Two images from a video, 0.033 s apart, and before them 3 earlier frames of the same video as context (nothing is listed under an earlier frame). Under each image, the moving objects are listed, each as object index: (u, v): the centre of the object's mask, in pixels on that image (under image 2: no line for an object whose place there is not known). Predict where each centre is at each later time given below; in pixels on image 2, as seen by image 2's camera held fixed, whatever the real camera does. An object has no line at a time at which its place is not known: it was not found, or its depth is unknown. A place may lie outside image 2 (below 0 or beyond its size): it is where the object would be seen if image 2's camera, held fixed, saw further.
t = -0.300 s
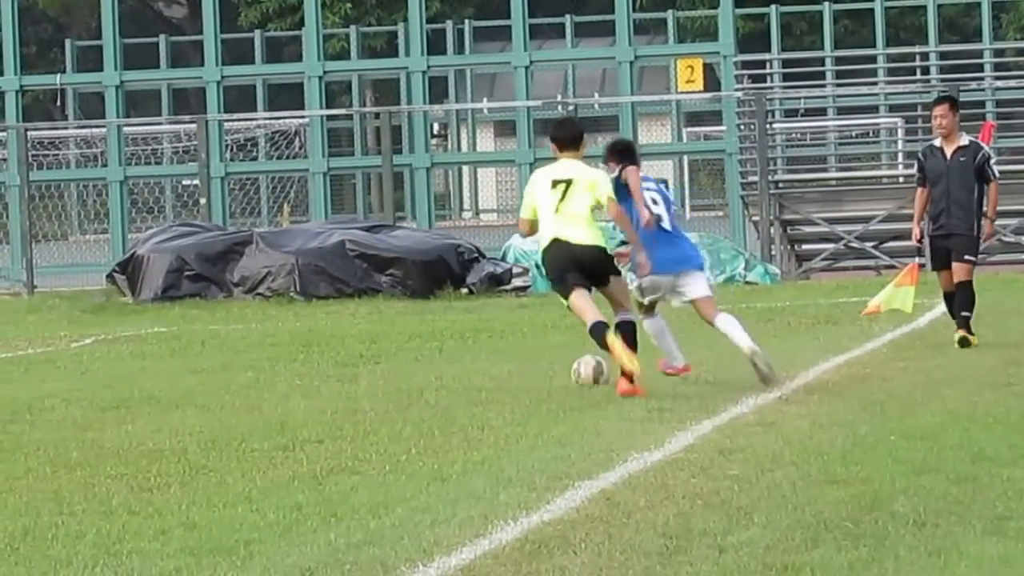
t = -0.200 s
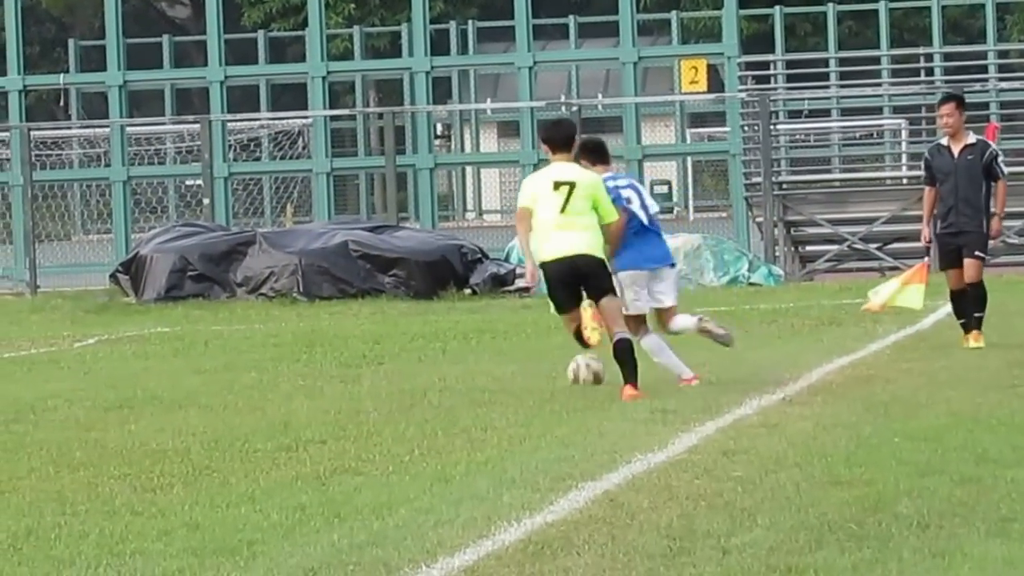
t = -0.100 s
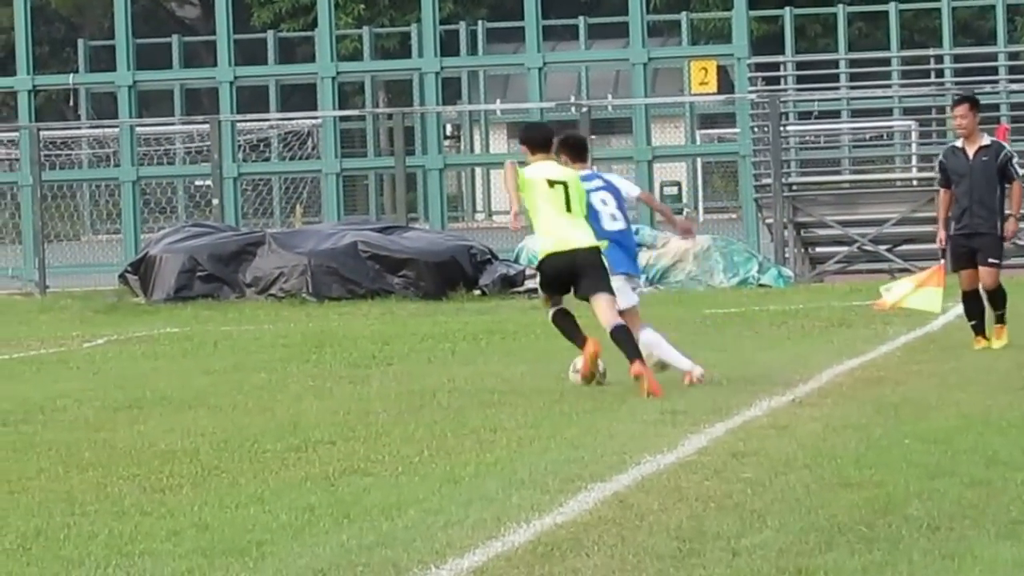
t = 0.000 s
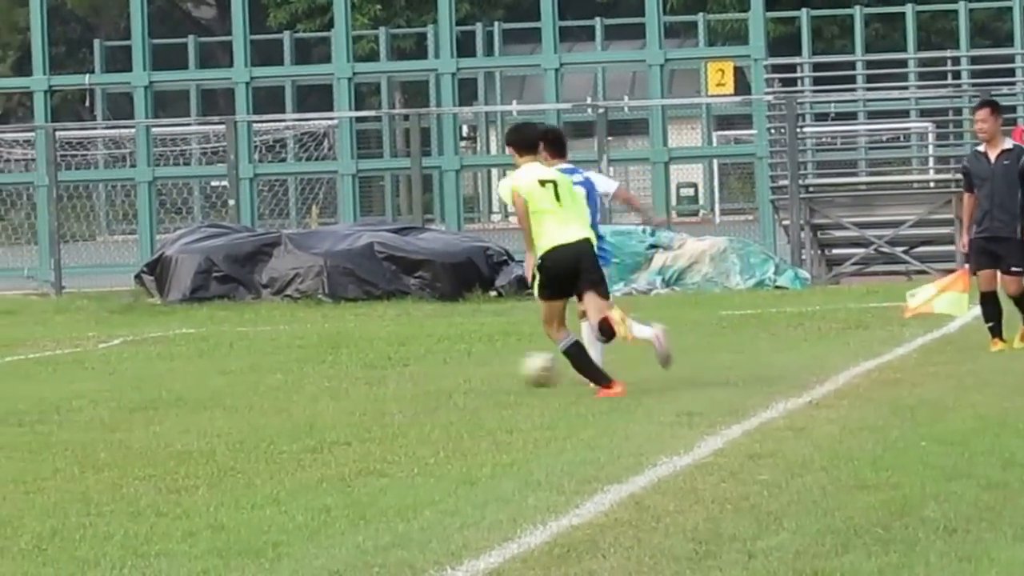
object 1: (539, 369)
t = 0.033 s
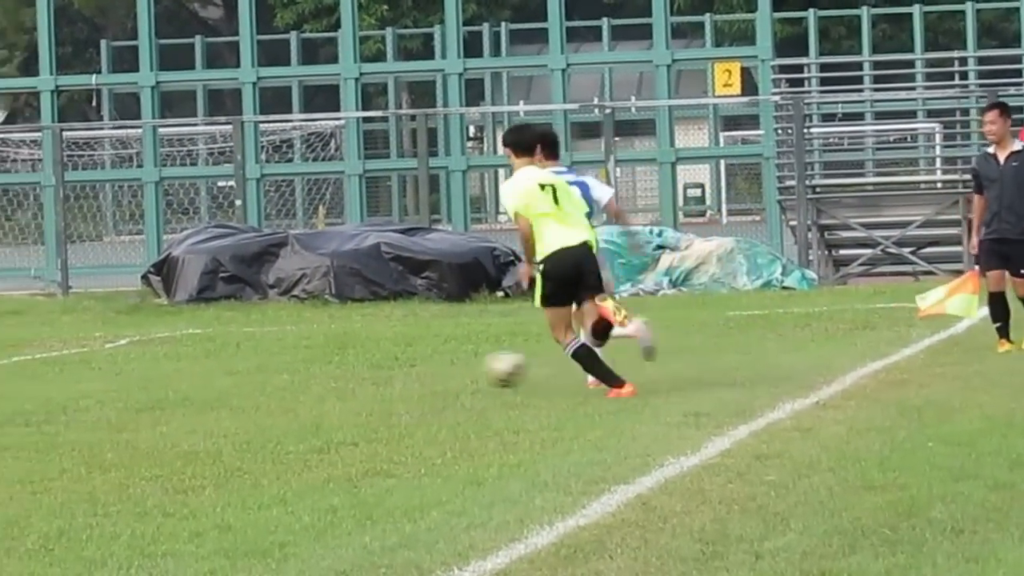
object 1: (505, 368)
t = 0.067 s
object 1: (463, 370)
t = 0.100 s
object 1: (424, 372)
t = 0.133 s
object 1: (382, 373)
